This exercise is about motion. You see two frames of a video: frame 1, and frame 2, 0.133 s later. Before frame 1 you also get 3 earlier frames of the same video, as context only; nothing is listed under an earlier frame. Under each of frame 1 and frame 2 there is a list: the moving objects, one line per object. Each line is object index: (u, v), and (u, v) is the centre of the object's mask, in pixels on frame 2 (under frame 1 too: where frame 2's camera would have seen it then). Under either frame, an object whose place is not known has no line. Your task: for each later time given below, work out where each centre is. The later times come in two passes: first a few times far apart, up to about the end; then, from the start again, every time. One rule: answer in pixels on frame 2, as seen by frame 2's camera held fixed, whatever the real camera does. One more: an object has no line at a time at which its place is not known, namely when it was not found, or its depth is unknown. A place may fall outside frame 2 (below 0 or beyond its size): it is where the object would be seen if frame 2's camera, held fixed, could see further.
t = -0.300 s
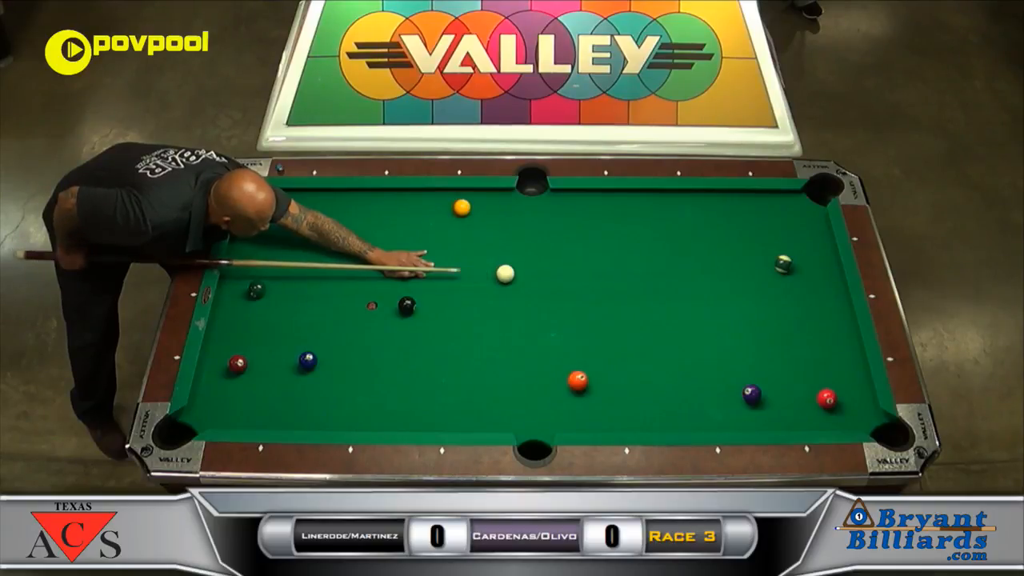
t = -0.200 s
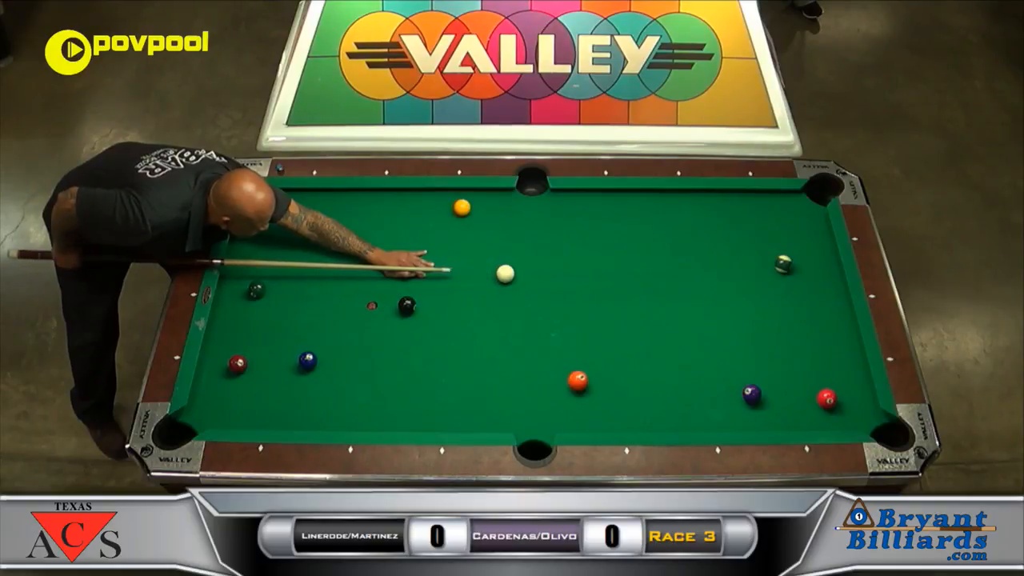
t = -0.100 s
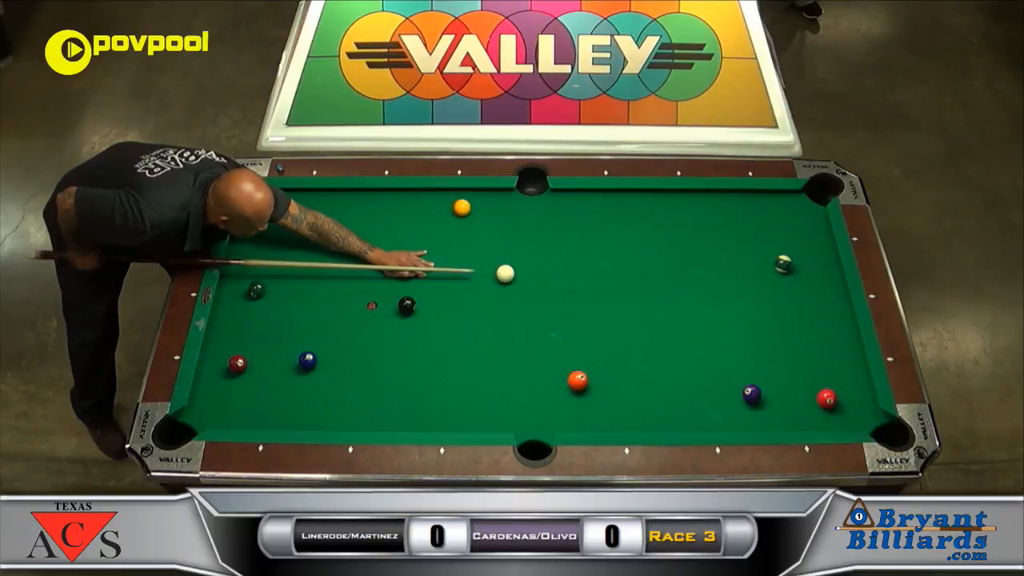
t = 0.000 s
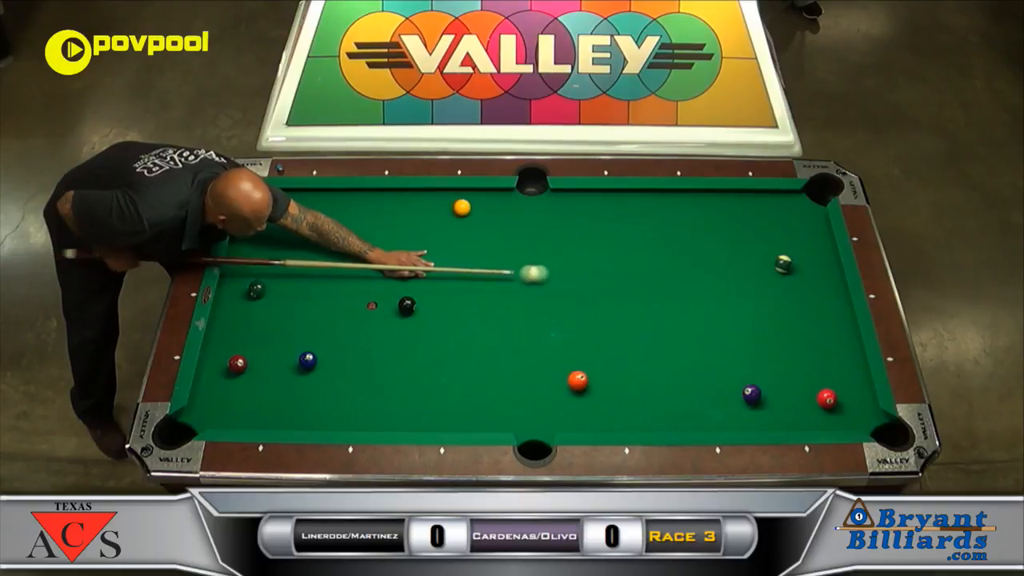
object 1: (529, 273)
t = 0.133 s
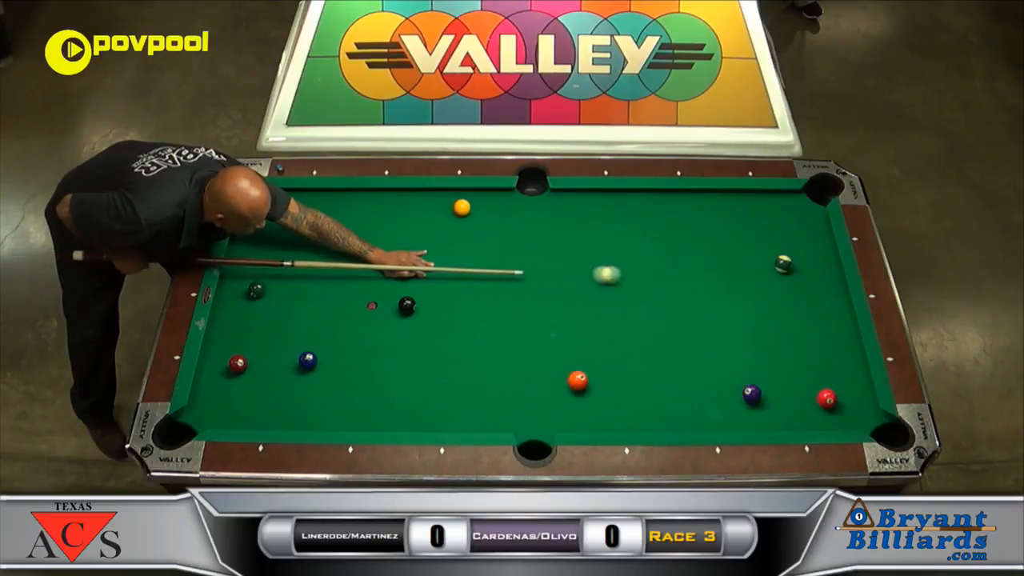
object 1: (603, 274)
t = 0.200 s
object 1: (638, 274)
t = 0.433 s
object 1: (761, 276)
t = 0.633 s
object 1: (824, 278)
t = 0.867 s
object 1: (764, 281)
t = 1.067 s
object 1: (714, 283)
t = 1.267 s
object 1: (665, 285)
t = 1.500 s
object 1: (608, 287)
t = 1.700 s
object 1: (561, 289)
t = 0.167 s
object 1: (620, 274)
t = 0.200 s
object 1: (638, 274)
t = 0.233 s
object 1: (655, 274)
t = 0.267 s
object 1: (675, 275)
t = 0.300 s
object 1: (692, 275)
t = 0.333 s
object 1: (710, 275)
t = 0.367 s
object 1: (727, 276)
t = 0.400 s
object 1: (744, 276)
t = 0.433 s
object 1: (761, 276)
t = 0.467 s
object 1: (778, 277)
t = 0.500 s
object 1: (795, 277)
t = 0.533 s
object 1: (811, 277)
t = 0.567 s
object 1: (827, 277)
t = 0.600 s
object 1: (835, 277)
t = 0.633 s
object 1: (824, 278)
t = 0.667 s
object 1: (814, 278)
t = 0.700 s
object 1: (805, 279)
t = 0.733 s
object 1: (797, 279)
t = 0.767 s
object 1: (789, 280)
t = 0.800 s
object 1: (781, 280)
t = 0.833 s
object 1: (772, 280)
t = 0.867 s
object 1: (764, 281)
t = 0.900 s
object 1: (755, 281)
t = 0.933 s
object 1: (747, 281)
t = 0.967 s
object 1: (739, 282)
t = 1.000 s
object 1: (731, 282)
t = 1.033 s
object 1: (723, 282)
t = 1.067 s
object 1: (714, 283)
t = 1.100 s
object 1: (706, 283)
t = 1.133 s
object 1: (698, 283)
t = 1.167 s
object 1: (689, 284)
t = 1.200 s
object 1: (681, 284)
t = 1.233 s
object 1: (673, 284)
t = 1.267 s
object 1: (665, 285)
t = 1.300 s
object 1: (657, 285)
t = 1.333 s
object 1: (649, 285)
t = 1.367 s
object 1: (640, 286)
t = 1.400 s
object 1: (632, 286)
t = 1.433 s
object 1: (624, 286)
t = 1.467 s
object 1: (616, 287)
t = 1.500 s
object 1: (608, 287)
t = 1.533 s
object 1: (600, 287)
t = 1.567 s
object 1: (592, 288)
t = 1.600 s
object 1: (584, 288)
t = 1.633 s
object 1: (576, 288)
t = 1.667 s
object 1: (569, 289)
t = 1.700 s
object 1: (561, 289)
